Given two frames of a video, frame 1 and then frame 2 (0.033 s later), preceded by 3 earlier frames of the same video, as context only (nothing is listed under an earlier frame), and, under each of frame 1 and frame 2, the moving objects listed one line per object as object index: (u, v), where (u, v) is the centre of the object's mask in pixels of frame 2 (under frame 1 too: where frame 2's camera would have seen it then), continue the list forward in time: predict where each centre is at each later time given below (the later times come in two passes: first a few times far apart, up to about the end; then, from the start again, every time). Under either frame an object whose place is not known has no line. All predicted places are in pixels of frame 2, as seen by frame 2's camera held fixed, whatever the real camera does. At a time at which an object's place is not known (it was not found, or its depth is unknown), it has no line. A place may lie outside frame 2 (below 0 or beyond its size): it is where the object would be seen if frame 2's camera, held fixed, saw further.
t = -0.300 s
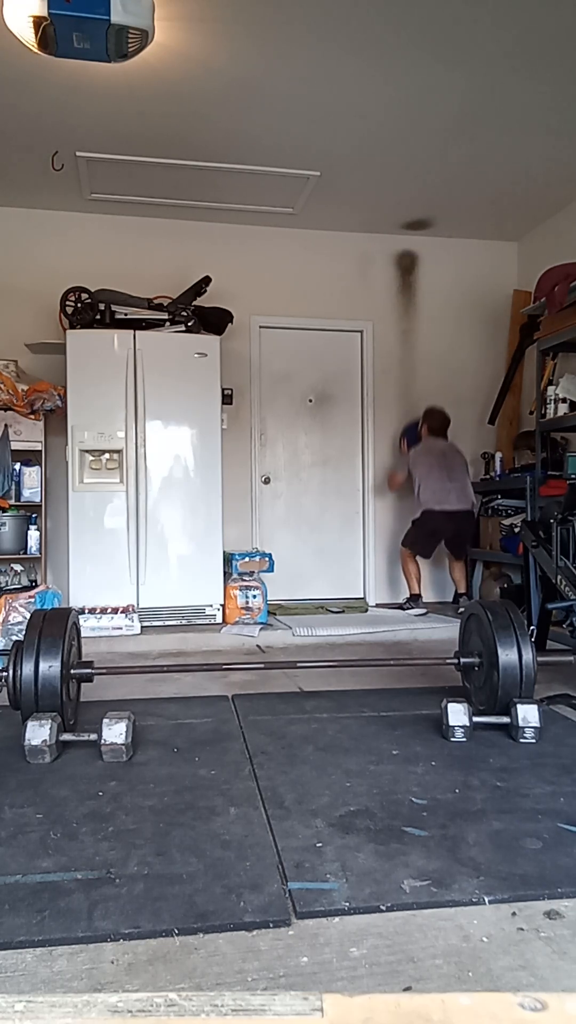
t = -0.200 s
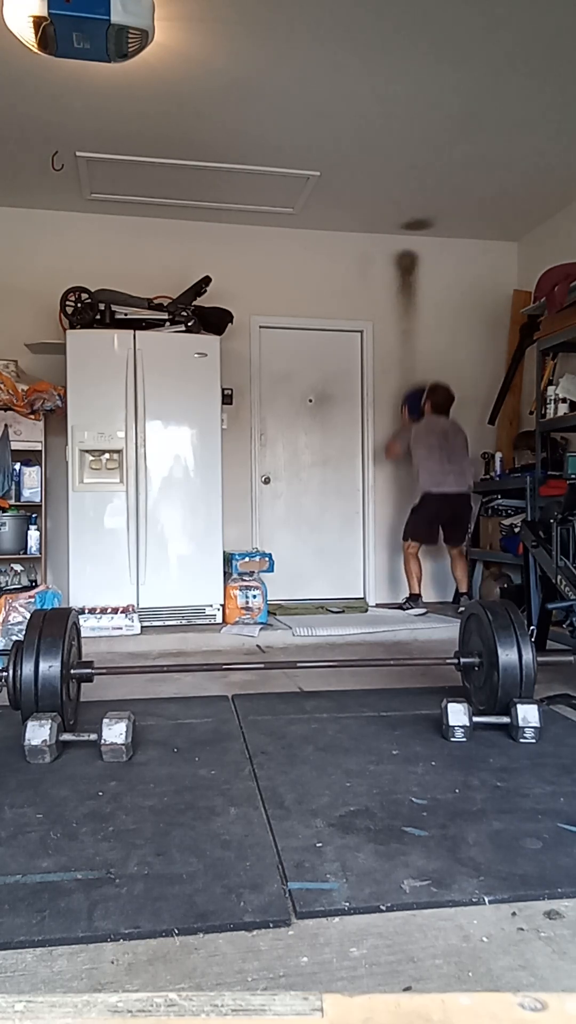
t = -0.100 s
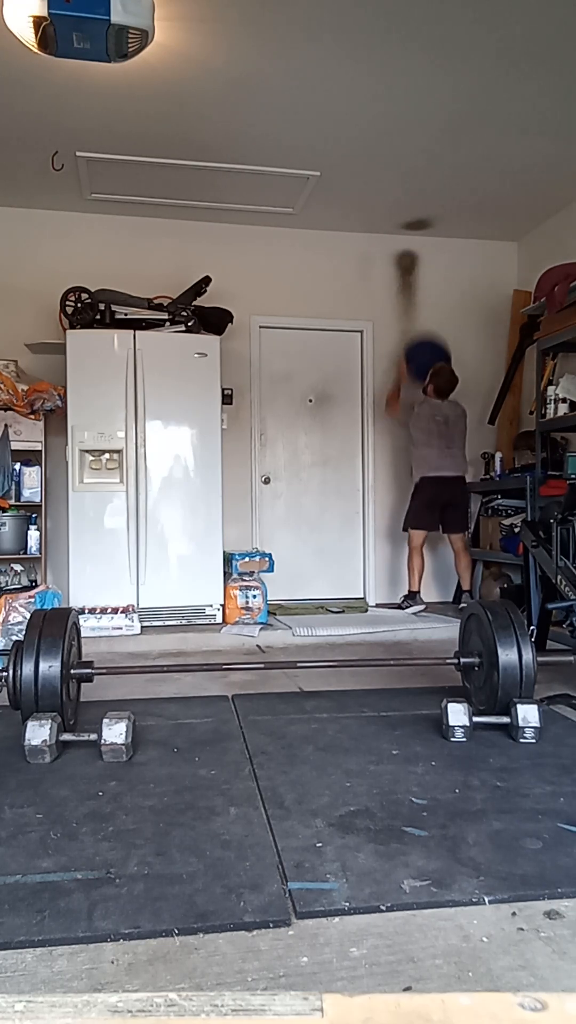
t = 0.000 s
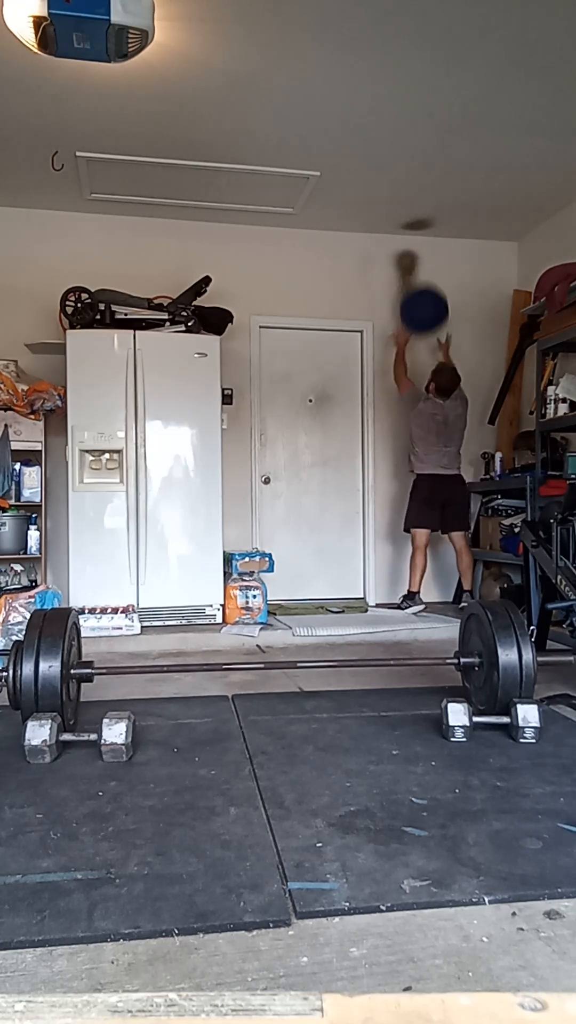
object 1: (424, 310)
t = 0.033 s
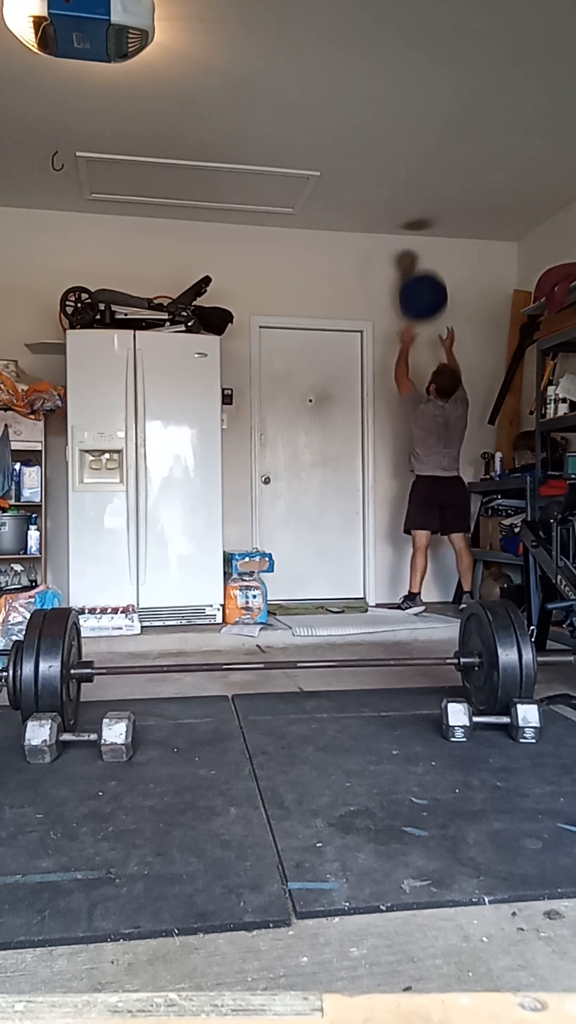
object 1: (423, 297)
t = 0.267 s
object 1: (416, 249)
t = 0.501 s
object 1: (419, 298)
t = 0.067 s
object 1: (422, 285)
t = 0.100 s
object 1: (420, 273)
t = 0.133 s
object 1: (419, 265)
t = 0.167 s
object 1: (418, 258)
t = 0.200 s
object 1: (417, 252)
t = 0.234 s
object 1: (416, 248)
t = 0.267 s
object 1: (416, 249)
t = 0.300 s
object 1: (416, 252)
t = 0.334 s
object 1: (417, 256)
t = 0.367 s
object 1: (417, 262)
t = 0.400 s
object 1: (417, 268)
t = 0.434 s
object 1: (417, 276)
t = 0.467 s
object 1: (418, 287)
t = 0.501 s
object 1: (419, 298)
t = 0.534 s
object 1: (419, 311)
